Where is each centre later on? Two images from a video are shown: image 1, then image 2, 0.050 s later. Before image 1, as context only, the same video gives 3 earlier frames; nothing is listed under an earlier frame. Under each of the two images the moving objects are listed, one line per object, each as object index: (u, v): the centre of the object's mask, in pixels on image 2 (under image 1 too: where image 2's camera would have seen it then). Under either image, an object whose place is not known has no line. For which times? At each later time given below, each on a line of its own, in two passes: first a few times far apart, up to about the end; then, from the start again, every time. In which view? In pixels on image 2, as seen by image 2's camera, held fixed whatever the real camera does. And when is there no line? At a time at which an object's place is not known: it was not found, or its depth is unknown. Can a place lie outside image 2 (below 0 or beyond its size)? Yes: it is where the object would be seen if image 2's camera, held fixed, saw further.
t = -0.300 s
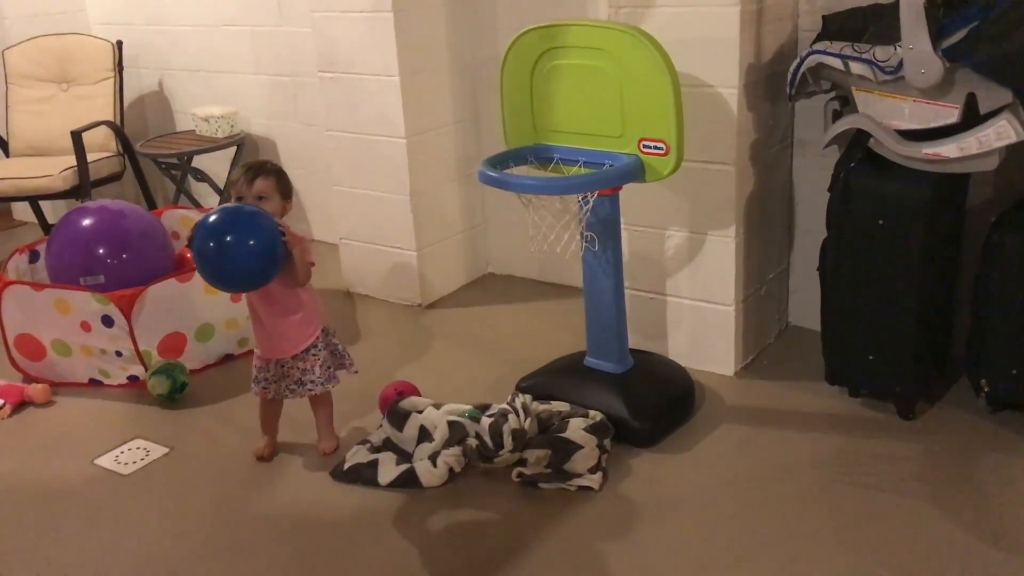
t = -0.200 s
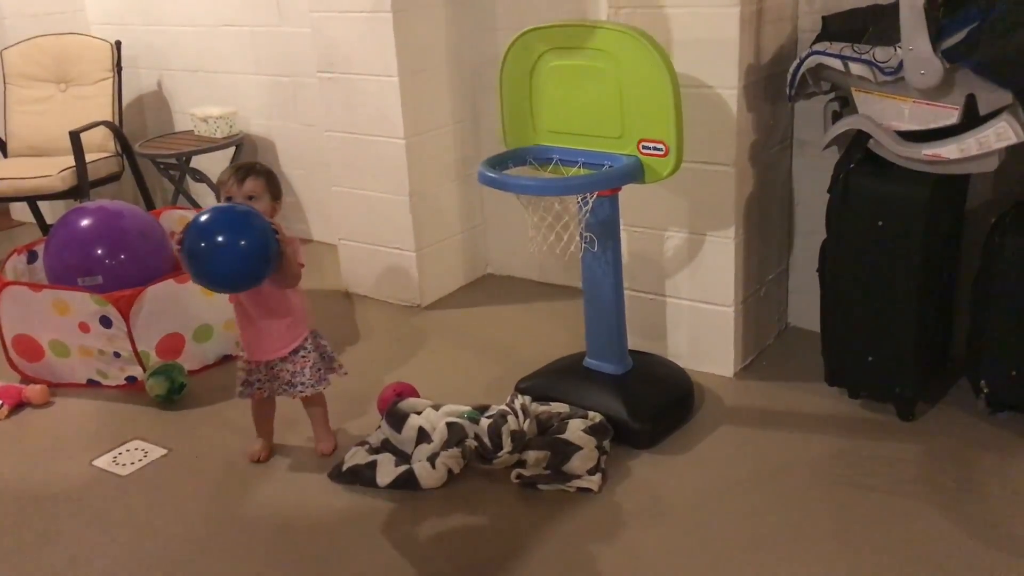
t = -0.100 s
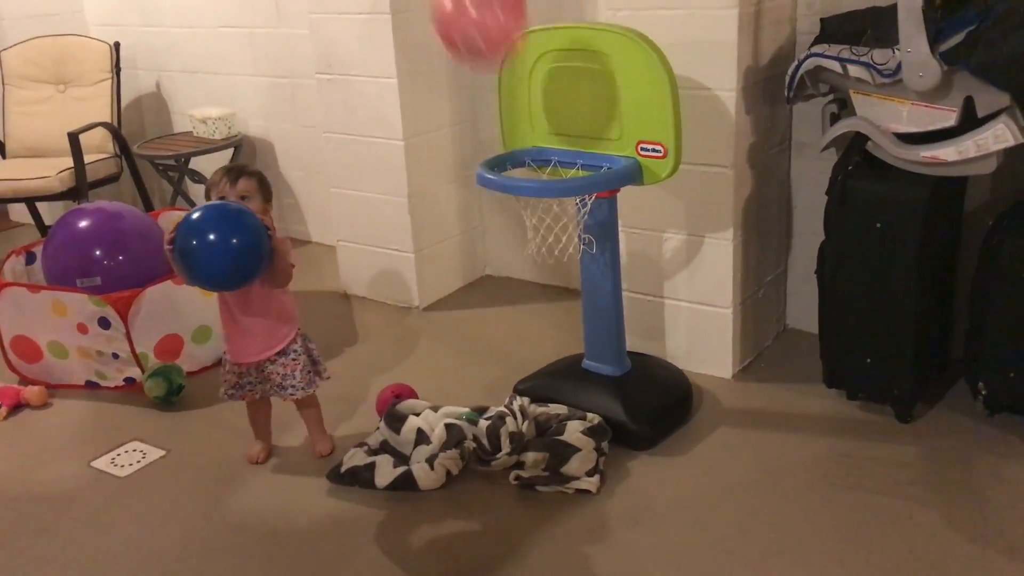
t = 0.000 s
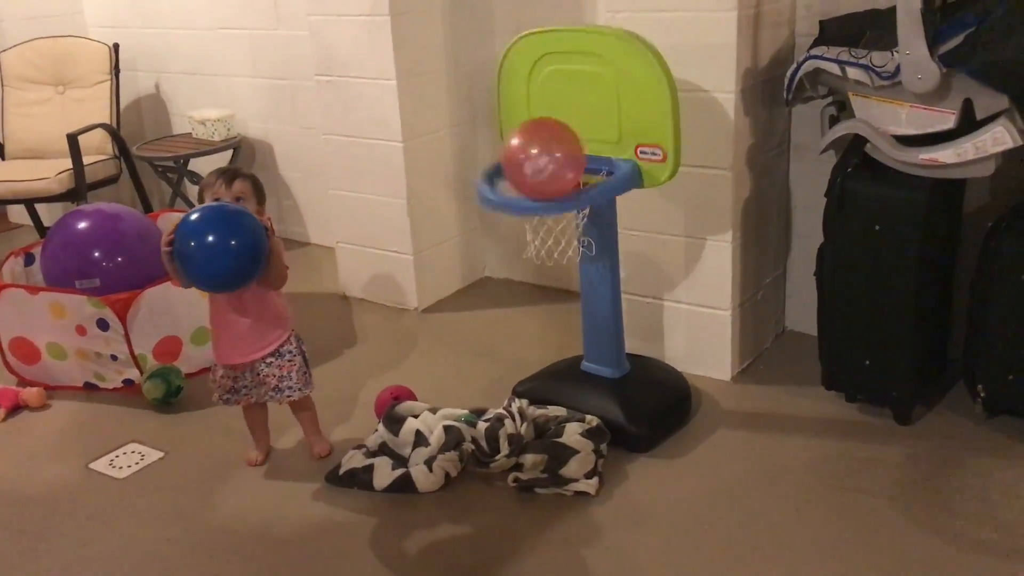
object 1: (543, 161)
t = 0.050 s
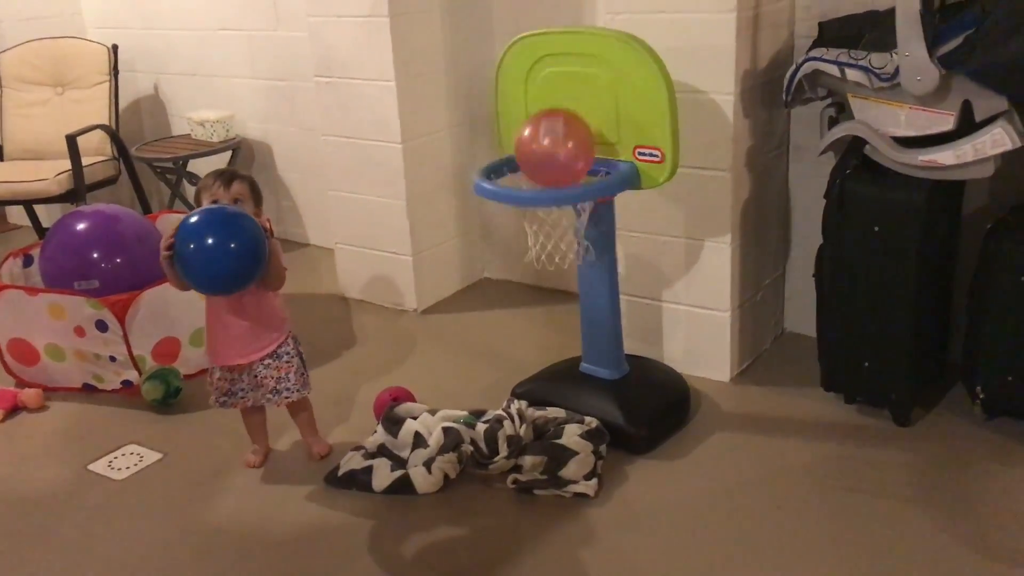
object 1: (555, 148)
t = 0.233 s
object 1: (532, 142)
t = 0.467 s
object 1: (549, 205)
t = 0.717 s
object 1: (548, 341)
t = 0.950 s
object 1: (547, 418)
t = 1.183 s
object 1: (530, 443)
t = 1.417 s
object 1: (498, 489)
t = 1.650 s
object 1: (462, 525)
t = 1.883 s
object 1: (426, 550)
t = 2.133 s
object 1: (385, 569)
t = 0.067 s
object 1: (558, 143)
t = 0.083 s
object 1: (561, 137)
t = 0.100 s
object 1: (565, 135)
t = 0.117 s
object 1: (570, 133)
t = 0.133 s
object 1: (569, 131)
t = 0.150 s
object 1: (565, 130)
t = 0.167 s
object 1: (556, 130)
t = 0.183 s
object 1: (550, 132)
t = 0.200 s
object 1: (544, 134)
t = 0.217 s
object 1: (538, 138)
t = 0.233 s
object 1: (532, 142)
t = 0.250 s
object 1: (528, 144)
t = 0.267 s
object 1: (528, 146)
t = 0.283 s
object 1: (530, 147)
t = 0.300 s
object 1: (533, 149)
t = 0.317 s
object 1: (535, 152)
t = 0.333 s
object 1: (538, 154)
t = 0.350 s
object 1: (541, 155)
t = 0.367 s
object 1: (544, 157)
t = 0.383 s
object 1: (546, 160)
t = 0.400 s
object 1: (548, 175)
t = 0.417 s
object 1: (549, 183)
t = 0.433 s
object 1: (549, 186)
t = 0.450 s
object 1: (549, 204)
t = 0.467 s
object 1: (549, 205)
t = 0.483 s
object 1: (549, 211)
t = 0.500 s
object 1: (548, 222)
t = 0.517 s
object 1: (548, 224)
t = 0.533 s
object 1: (548, 228)
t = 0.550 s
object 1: (547, 232)
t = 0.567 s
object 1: (546, 237)
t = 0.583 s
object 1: (547, 244)
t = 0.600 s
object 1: (546, 254)
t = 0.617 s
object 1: (547, 261)
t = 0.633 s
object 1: (546, 273)
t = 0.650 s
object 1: (547, 284)
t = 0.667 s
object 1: (547, 298)
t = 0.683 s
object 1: (547, 310)
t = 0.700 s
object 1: (547, 325)
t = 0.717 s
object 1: (548, 341)
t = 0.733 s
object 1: (548, 358)
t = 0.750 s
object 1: (548, 372)
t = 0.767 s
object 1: (549, 392)
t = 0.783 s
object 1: (548, 405)
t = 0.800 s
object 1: (549, 411)
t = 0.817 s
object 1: (549, 411)
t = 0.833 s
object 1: (548, 412)
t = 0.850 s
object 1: (548, 412)
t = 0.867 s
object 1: (548, 413)
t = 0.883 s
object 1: (548, 413)
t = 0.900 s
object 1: (547, 414)
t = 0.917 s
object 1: (547, 415)
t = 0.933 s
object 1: (547, 416)
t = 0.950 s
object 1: (547, 418)
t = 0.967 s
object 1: (546, 418)
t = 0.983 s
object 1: (545, 420)
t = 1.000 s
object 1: (545, 421)
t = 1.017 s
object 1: (544, 422)
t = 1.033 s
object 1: (543, 424)
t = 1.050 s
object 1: (542, 426)
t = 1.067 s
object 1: (541, 427)
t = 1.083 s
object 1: (540, 429)
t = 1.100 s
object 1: (539, 431)
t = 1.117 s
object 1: (538, 433)
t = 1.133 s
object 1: (536, 435)
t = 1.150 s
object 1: (535, 437)
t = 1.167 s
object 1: (532, 440)
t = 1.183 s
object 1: (530, 443)
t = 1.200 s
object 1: (528, 447)
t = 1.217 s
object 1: (527, 450)
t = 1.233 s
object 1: (525, 454)
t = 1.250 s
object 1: (522, 459)
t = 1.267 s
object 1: (520, 463)
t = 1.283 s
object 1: (517, 466)
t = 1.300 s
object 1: (515, 469)
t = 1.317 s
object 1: (512, 472)
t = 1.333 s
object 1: (510, 475)
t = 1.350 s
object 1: (508, 479)
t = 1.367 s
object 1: (506, 480)
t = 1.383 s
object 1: (503, 483)
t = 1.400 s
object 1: (501, 485)
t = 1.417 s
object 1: (498, 489)
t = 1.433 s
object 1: (496, 493)
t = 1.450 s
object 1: (493, 495)
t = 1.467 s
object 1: (491, 497)
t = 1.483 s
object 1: (488, 499)
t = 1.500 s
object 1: (485, 503)
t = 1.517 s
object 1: (482, 505)
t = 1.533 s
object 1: (480, 507)
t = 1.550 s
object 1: (477, 510)
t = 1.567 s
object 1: (475, 513)
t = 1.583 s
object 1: (472, 515)
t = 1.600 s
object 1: (470, 518)
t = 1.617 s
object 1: (467, 520)
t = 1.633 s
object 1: (465, 523)
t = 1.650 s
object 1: (462, 525)
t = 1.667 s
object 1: (460, 528)
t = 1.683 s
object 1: (457, 530)
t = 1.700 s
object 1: (455, 533)
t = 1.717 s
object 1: (452, 536)
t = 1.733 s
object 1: (450, 538)
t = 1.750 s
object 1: (447, 539)
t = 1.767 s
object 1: (444, 541)
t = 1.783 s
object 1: (441, 542)
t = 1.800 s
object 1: (439, 543)
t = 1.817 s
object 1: (437, 545)
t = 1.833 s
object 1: (434, 546)
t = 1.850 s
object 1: (431, 548)
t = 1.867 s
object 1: (429, 549)
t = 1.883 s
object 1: (426, 550)
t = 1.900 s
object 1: (423, 552)
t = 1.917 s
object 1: (421, 553)
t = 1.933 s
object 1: (418, 554)
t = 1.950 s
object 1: (416, 555)
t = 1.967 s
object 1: (413, 557)
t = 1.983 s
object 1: (410, 558)
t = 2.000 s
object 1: (407, 559)
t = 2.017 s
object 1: (405, 560)
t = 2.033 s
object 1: (402, 561)
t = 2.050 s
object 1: (399, 563)
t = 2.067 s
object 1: (397, 564)
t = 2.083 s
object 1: (394, 565)
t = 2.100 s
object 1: (391, 566)
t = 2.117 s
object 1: (388, 567)
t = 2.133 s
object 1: (385, 569)
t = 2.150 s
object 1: (382, 571)
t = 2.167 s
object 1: (379, 572)
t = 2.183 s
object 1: (376, 573)
